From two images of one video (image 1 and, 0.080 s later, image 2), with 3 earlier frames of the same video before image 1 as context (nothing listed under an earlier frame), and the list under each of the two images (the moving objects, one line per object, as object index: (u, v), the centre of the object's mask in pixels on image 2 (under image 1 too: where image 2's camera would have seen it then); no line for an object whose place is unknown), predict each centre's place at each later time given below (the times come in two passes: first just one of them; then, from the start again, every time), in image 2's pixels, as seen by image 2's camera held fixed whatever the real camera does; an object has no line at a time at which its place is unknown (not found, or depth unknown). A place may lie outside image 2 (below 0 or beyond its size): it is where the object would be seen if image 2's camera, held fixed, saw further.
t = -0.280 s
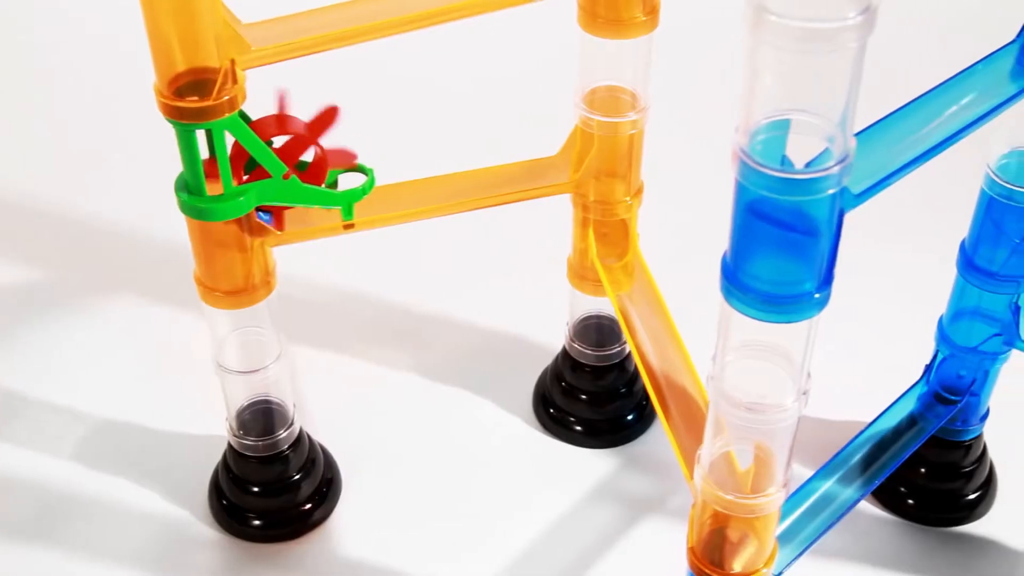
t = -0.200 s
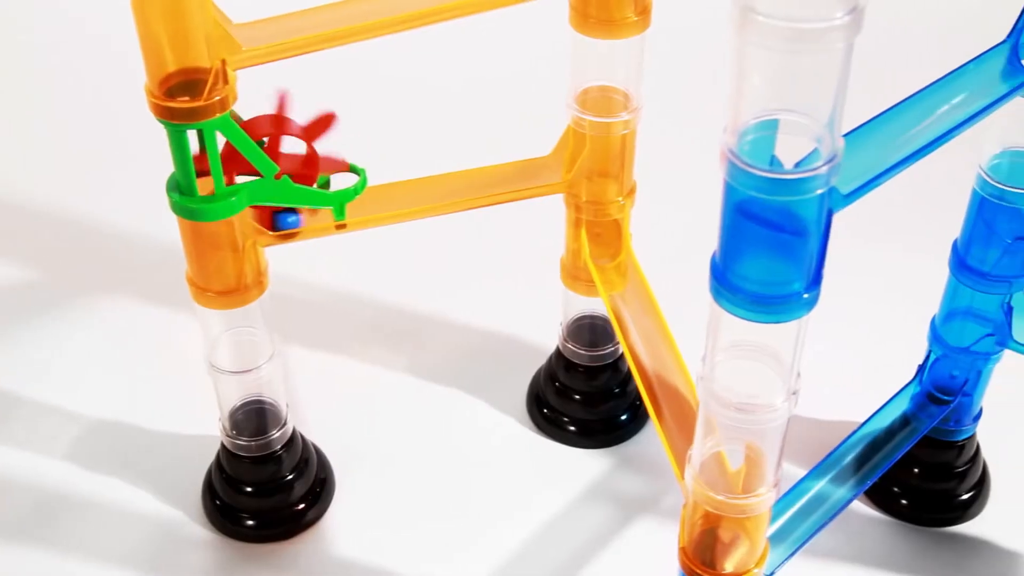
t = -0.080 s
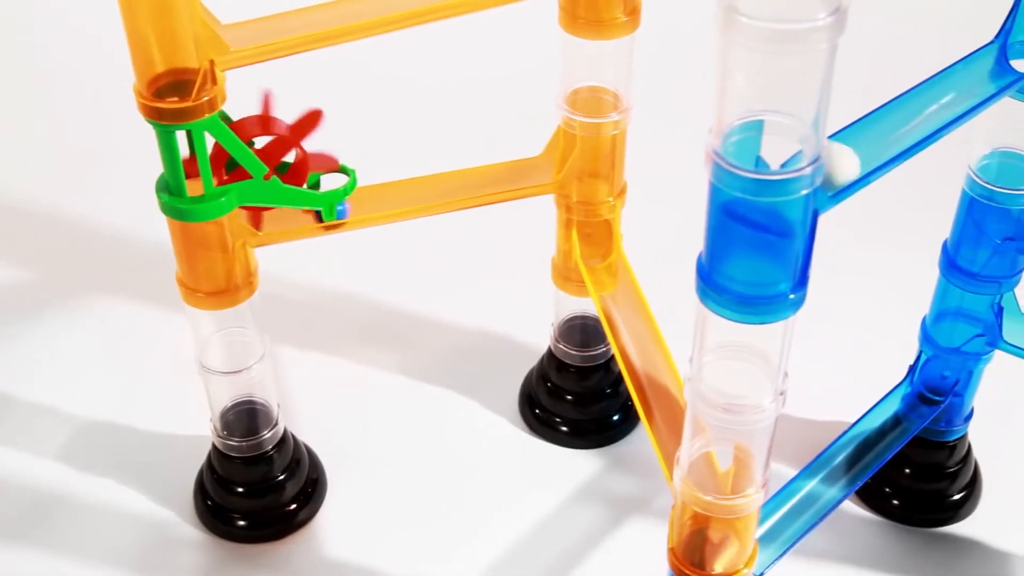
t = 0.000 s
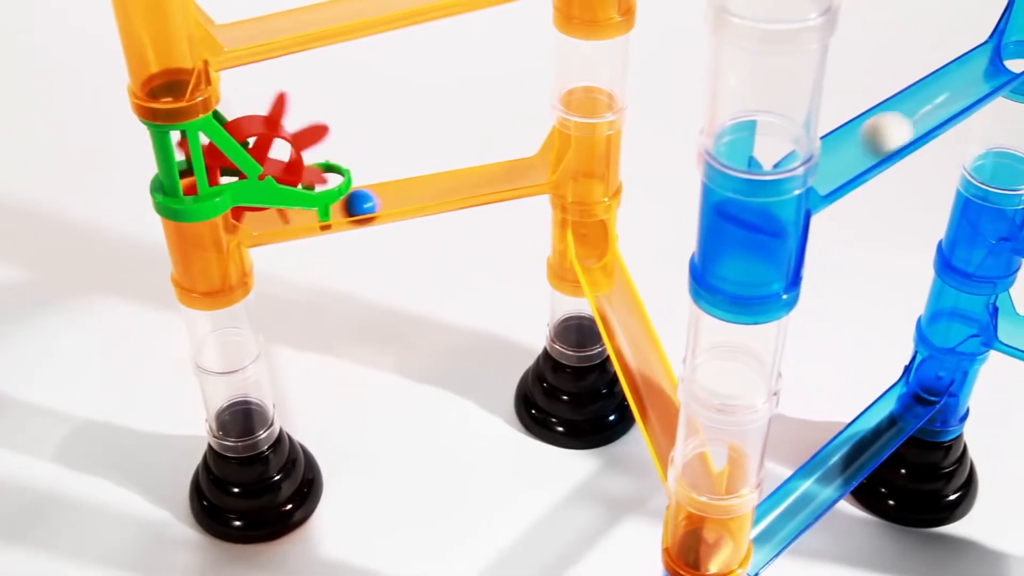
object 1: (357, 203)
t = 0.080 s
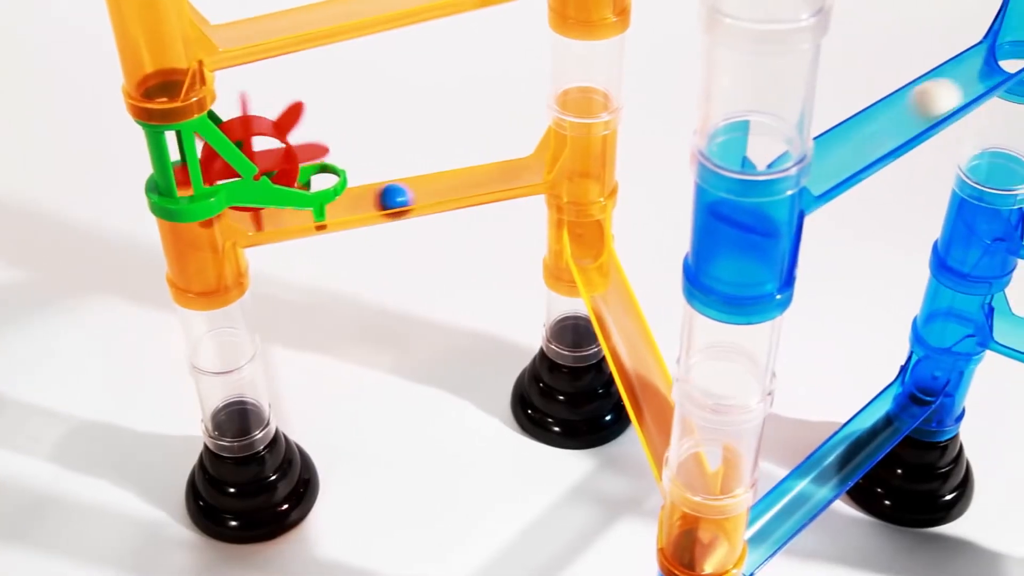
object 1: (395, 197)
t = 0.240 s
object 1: (482, 180)
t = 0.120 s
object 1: (416, 192)
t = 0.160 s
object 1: (437, 189)
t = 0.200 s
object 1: (459, 185)
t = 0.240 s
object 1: (482, 180)
